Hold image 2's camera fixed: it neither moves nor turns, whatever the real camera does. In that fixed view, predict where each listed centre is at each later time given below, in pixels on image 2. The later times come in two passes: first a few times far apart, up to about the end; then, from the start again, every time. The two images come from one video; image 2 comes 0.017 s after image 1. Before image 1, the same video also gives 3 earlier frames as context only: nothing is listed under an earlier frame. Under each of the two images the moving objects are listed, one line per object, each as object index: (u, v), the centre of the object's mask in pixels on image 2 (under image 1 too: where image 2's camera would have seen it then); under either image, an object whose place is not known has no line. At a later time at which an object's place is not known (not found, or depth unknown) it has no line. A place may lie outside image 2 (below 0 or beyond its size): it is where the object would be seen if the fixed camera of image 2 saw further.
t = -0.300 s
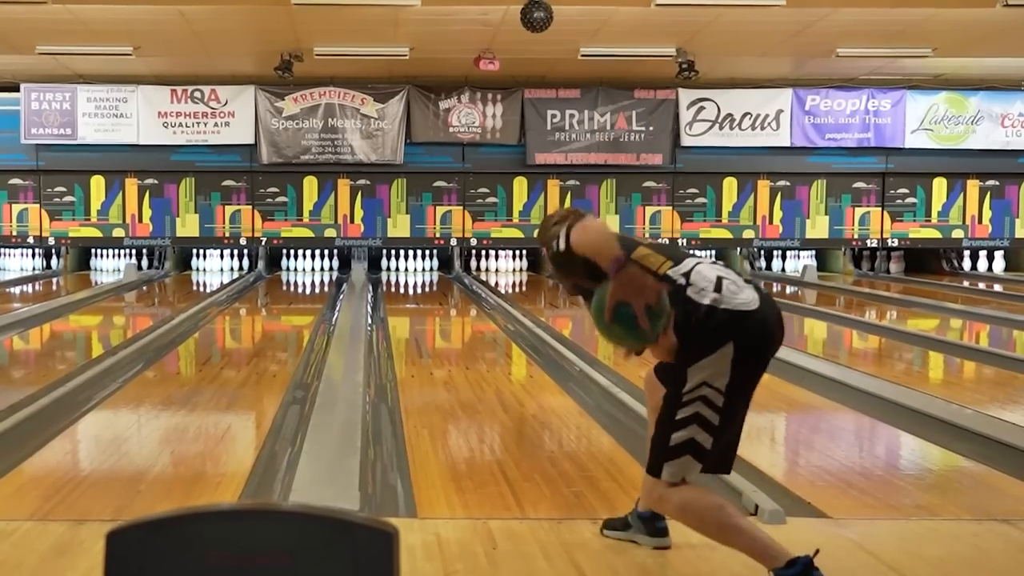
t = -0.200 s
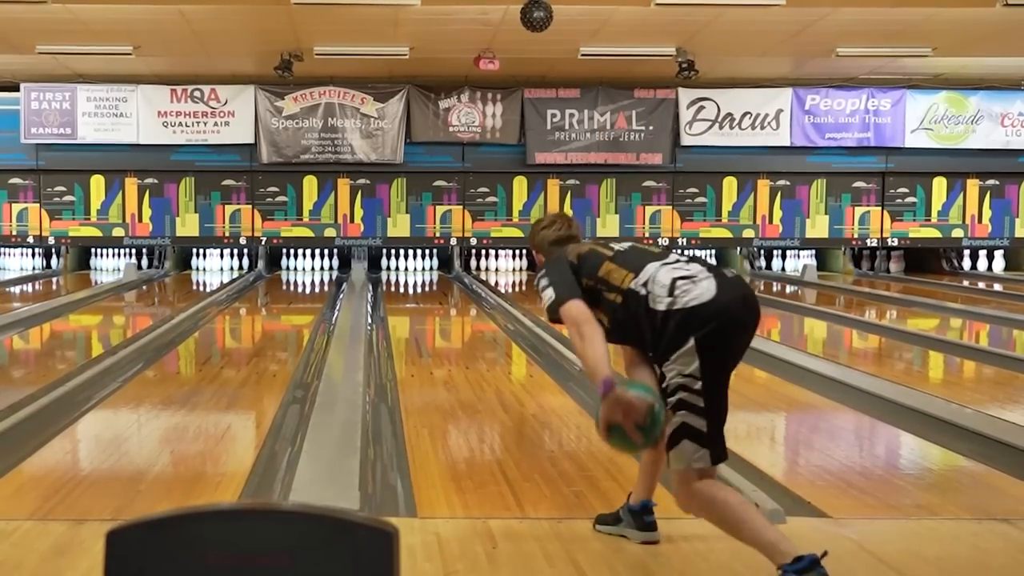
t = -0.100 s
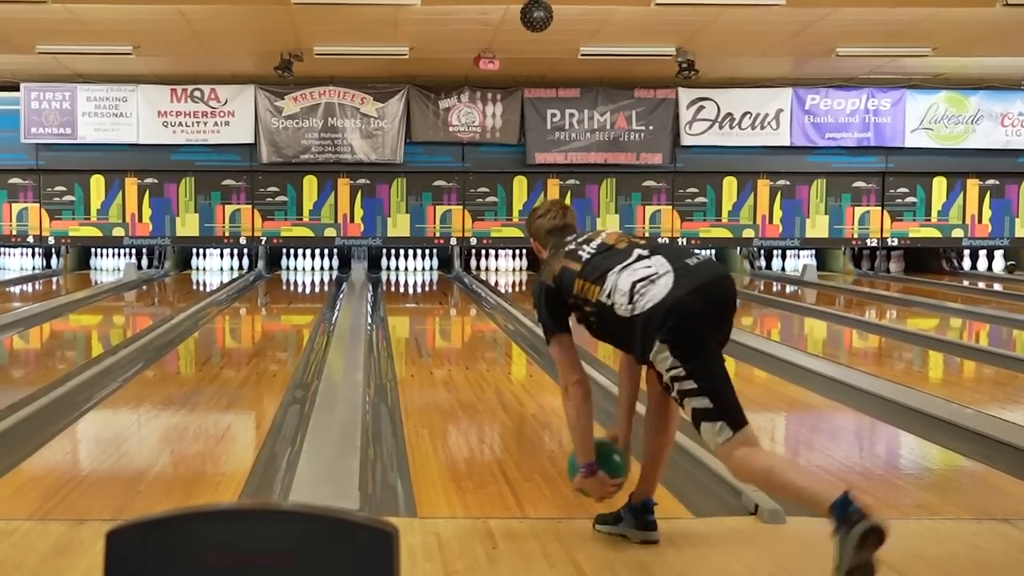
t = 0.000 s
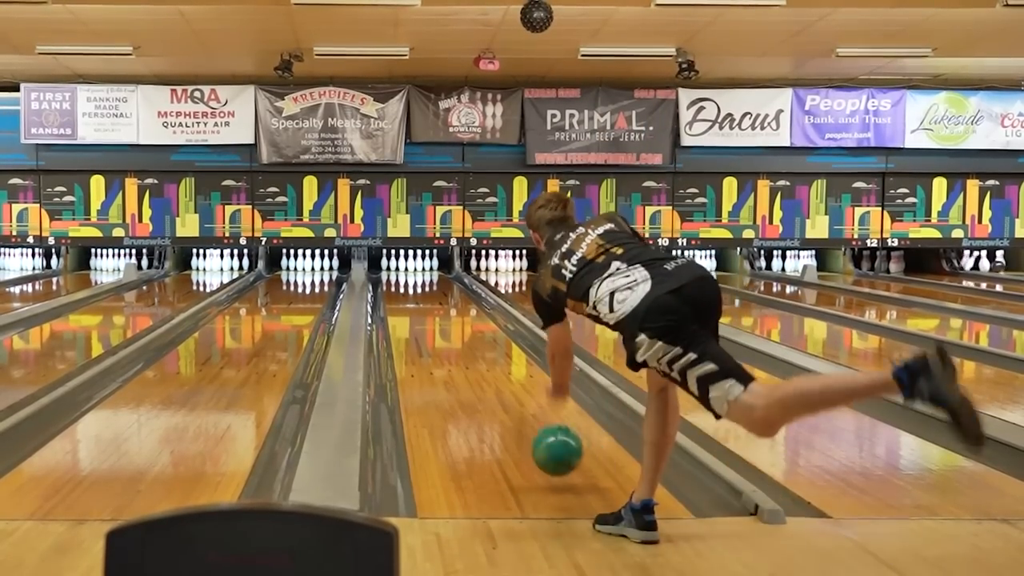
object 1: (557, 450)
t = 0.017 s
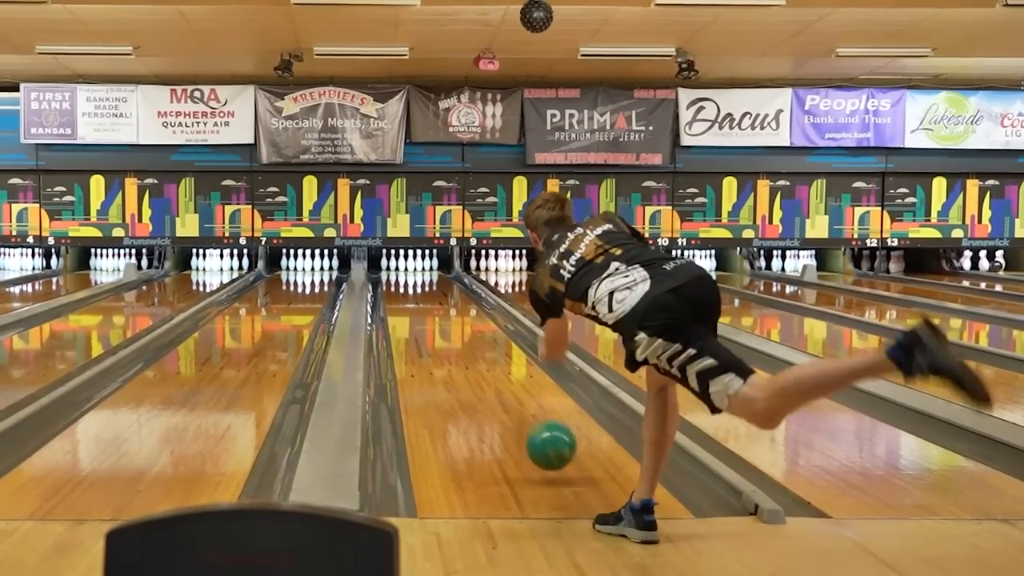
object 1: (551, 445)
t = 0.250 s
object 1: (490, 395)
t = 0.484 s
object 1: (456, 357)
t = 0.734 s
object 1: (433, 330)
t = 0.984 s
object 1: (417, 310)
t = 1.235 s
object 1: (408, 297)
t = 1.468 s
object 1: (400, 287)
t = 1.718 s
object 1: (396, 278)
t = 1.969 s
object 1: (399, 272)
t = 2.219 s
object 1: (405, 266)
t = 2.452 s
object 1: (402, 264)
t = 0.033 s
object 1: (545, 441)
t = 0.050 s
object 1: (540, 438)
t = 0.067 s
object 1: (535, 436)
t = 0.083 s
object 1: (530, 434)
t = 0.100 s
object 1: (525, 433)
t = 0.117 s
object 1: (520, 427)
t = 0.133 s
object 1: (516, 423)
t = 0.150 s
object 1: (512, 418)
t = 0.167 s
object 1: (508, 414)
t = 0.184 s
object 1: (504, 410)
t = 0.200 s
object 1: (500, 406)
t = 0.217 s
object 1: (497, 402)
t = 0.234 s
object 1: (493, 398)
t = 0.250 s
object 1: (490, 395)
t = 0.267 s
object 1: (487, 392)
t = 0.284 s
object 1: (484, 389)
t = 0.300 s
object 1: (481, 385)
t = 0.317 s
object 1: (478, 382)
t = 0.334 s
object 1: (476, 379)
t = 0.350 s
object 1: (473, 376)
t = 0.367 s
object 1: (471, 374)
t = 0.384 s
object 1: (469, 371)
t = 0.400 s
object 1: (466, 368)
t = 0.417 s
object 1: (464, 366)
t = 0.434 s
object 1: (462, 363)
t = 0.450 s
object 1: (460, 361)
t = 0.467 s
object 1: (458, 359)
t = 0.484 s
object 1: (456, 357)
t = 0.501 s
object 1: (454, 355)
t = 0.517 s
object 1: (452, 353)
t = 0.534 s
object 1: (450, 351)
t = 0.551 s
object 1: (449, 349)
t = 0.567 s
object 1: (447, 347)
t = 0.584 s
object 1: (445, 345)
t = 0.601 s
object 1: (444, 343)
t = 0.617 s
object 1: (442, 341)
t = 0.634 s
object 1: (441, 339)
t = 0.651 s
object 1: (439, 338)
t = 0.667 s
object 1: (438, 336)
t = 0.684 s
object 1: (436, 334)
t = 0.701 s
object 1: (435, 333)
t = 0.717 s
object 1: (434, 331)
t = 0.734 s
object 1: (433, 330)
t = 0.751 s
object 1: (431, 328)
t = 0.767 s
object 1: (430, 327)
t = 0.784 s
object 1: (429, 326)
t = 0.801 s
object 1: (428, 324)
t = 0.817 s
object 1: (426, 323)
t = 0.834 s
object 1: (426, 321)
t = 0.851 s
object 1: (424, 320)
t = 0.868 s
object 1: (423, 319)
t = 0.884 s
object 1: (422, 318)
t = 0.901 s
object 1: (421, 316)
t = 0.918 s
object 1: (420, 315)
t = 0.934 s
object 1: (420, 314)
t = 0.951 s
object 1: (419, 313)
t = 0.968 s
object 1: (418, 311)
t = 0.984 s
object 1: (417, 310)
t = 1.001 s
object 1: (416, 309)
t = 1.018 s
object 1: (415, 308)
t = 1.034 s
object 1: (415, 307)
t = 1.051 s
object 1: (414, 306)
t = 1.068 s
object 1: (413, 305)
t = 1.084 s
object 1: (412, 304)
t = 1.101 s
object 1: (412, 304)
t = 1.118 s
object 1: (411, 303)
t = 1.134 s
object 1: (411, 302)
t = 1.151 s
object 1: (410, 301)
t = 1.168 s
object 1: (410, 300)
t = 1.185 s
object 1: (409, 299)
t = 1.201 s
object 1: (408, 298)
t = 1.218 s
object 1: (408, 297)
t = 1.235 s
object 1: (408, 297)
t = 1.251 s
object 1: (406, 296)
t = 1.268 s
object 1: (406, 295)
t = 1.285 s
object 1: (405, 295)
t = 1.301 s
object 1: (404, 294)
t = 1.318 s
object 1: (404, 293)
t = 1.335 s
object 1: (404, 292)
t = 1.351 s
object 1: (403, 291)
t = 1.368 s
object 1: (403, 291)
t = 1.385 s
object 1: (402, 290)
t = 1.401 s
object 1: (401, 289)
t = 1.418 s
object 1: (401, 288)
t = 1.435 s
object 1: (401, 288)
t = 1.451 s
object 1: (400, 288)
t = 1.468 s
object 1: (400, 287)
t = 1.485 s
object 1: (400, 286)
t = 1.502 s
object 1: (399, 286)
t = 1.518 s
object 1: (399, 285)
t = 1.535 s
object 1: (399, 284)
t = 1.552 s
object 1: (399, 284)
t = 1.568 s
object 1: (398, 283)
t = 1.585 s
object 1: (398, 282)
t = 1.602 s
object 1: (398, 282)
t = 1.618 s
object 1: (397, 281)
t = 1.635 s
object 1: (397, 281)
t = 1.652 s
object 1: (397, 280)
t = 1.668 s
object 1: (397, 280)
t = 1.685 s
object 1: (396, 279)
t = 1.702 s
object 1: (396, 279)
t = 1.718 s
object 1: (396, 278)
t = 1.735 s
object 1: (396, 278)
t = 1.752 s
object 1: (396, 278)
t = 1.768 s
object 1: (396, 277)
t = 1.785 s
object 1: (396, 276)
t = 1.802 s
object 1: (396, 276)
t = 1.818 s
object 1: (396, 275)
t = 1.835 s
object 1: (397, 275)
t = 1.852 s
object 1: (397, 275)
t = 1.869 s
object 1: (397, 274)
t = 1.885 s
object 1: (398, 273)
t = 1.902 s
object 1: (398, 273)
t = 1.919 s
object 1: (398, 273)
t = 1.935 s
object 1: (398, 272)
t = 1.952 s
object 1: (399, 272)
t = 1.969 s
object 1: (399, 272)
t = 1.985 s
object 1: (399, 271)
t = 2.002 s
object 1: (400, 271)
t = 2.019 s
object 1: (400, 271)
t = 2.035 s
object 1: (400, 270)
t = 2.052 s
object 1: (401, 270)
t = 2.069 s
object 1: (401, 269)
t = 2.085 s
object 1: (402, 269)
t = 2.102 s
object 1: (402, 269)
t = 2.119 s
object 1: (402, 268)
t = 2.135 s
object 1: (403, 268)
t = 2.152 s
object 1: (403, 268)
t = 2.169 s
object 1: (404, 267)
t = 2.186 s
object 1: (405, 267)
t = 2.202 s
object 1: (405, 266)
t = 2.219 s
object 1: (405, 266)
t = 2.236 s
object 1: (404, 266)
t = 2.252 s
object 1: (405, 266)
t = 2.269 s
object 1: (404, 266)
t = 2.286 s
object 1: (404, 266)
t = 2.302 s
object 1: (404, 265)
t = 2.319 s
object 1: (404, 266)
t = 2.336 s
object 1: (404, 265)
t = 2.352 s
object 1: (404, 265)
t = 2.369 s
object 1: (404, 265)
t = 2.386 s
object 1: (403, 265)
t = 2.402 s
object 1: (402, 264)
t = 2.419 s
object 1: (402, 264)
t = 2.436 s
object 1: (402, 264)
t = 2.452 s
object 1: (402, 264)
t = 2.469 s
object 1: (402, 264)
